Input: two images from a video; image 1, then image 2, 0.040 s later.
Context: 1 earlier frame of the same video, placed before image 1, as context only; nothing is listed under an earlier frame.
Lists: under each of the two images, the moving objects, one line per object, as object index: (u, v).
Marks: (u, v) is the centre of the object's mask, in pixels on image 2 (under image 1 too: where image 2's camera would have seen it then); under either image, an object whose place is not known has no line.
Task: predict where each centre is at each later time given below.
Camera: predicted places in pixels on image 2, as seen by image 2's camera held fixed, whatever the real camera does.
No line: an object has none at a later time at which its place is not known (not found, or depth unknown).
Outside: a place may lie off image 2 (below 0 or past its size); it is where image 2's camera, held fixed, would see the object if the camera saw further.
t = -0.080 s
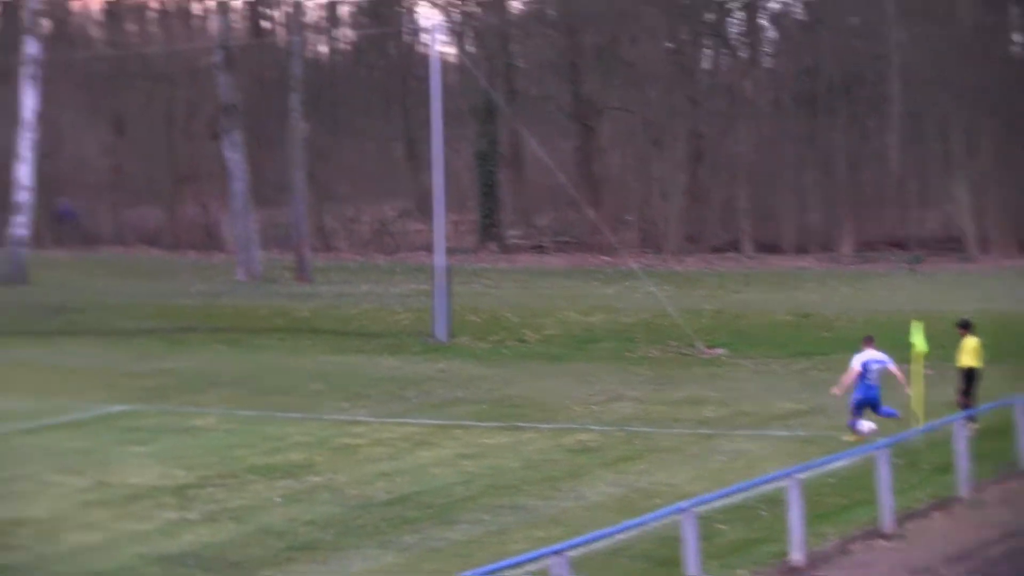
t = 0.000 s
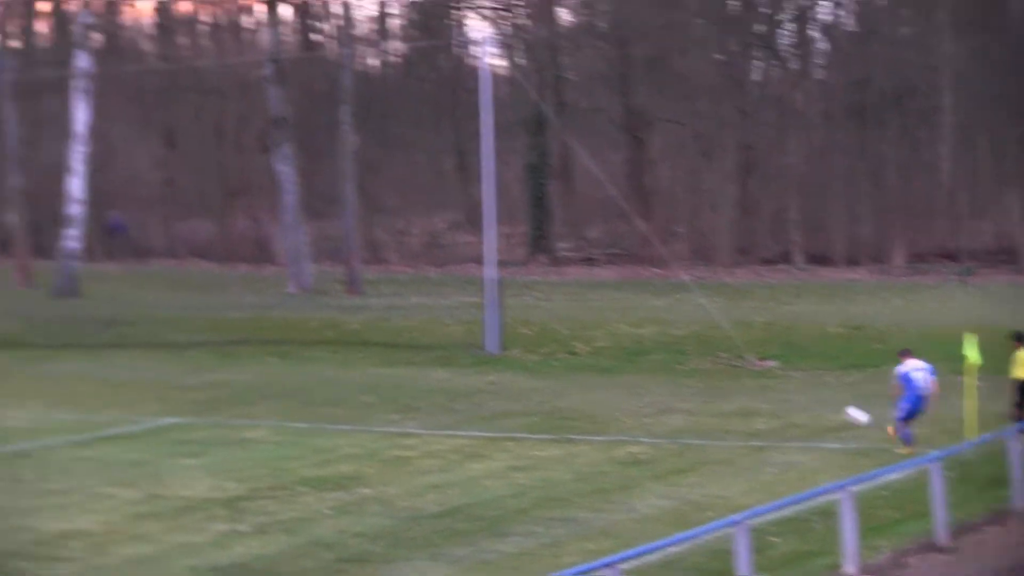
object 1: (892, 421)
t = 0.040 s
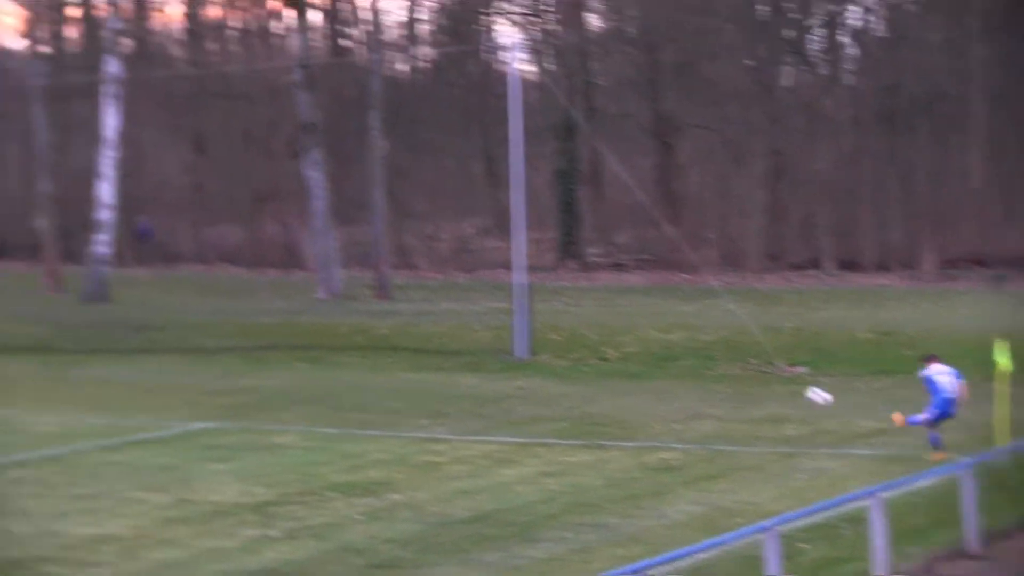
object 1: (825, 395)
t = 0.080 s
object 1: (756, 370)
